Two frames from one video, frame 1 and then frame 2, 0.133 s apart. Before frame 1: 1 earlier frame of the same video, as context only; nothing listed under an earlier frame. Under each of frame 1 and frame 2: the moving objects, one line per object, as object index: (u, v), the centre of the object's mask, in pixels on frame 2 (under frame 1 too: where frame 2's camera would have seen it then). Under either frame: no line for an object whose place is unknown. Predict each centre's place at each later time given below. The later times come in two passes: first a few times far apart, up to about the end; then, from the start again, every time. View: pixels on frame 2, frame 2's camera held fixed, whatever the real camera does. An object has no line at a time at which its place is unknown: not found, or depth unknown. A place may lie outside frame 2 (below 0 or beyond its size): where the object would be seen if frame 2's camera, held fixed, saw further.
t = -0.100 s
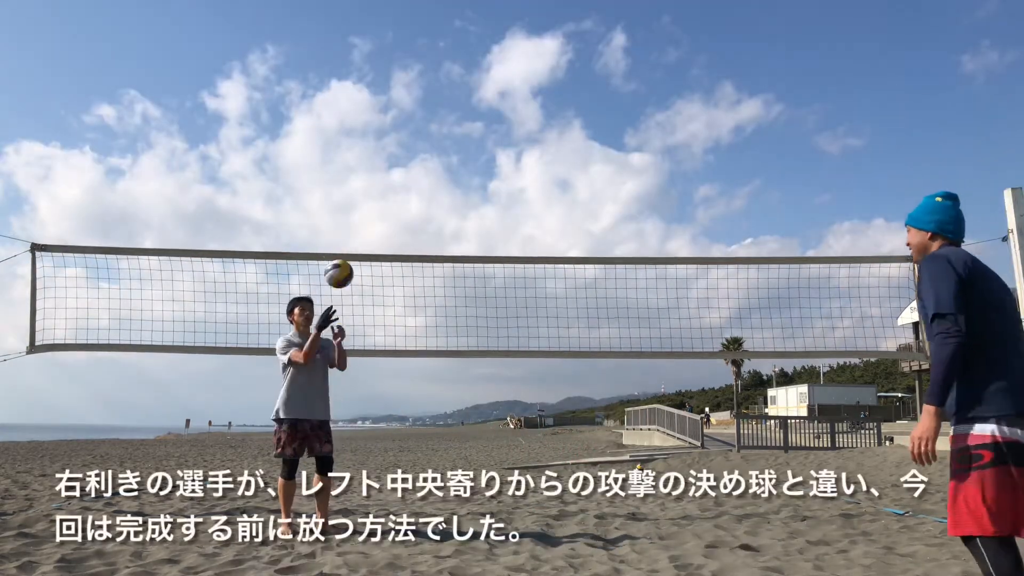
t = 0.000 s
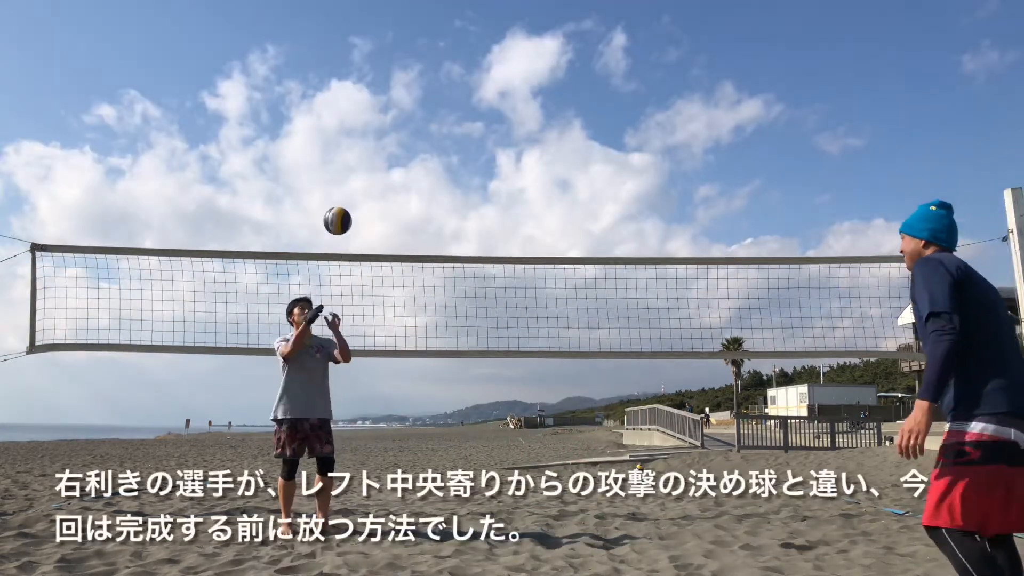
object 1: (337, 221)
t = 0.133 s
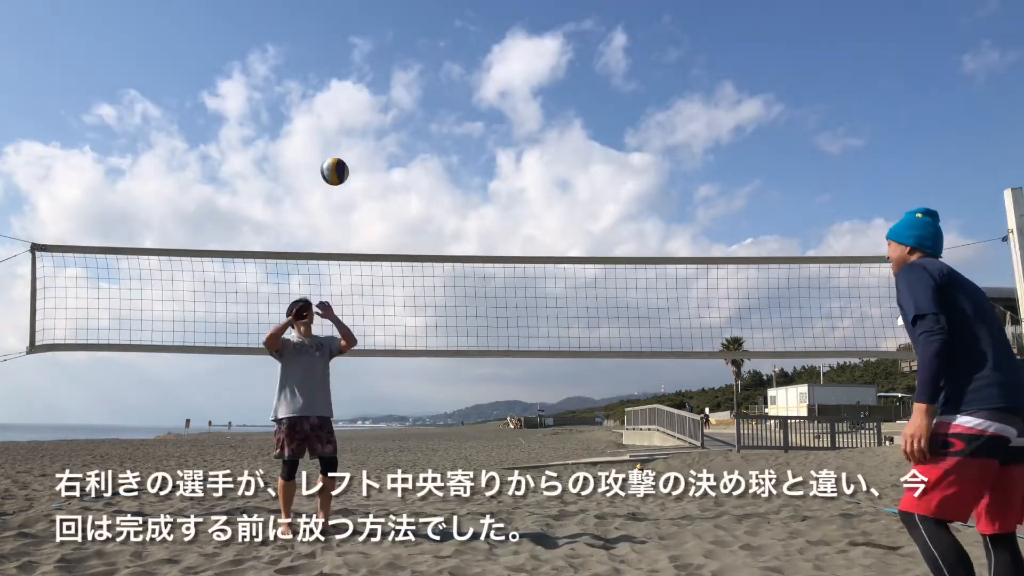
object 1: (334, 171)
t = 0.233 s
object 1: (332, 149)
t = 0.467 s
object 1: (324, 146)
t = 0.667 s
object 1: (315, 194)
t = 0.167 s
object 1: (334, 163)
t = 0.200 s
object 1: (333, 155)
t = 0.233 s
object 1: (332, 149)
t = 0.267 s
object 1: (331, 145)
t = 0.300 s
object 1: (330, 142)
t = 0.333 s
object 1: (329, 140)
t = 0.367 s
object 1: (328, 139)
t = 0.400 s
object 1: (327, 140)
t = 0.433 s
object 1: (326, 142)
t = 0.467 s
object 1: (324, 146)
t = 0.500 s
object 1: (323, 150)
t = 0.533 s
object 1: (322, 156)
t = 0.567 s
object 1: (320, 163)
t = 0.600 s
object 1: (319, 172)
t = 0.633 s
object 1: (317, 183)
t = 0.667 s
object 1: (315, 194)
